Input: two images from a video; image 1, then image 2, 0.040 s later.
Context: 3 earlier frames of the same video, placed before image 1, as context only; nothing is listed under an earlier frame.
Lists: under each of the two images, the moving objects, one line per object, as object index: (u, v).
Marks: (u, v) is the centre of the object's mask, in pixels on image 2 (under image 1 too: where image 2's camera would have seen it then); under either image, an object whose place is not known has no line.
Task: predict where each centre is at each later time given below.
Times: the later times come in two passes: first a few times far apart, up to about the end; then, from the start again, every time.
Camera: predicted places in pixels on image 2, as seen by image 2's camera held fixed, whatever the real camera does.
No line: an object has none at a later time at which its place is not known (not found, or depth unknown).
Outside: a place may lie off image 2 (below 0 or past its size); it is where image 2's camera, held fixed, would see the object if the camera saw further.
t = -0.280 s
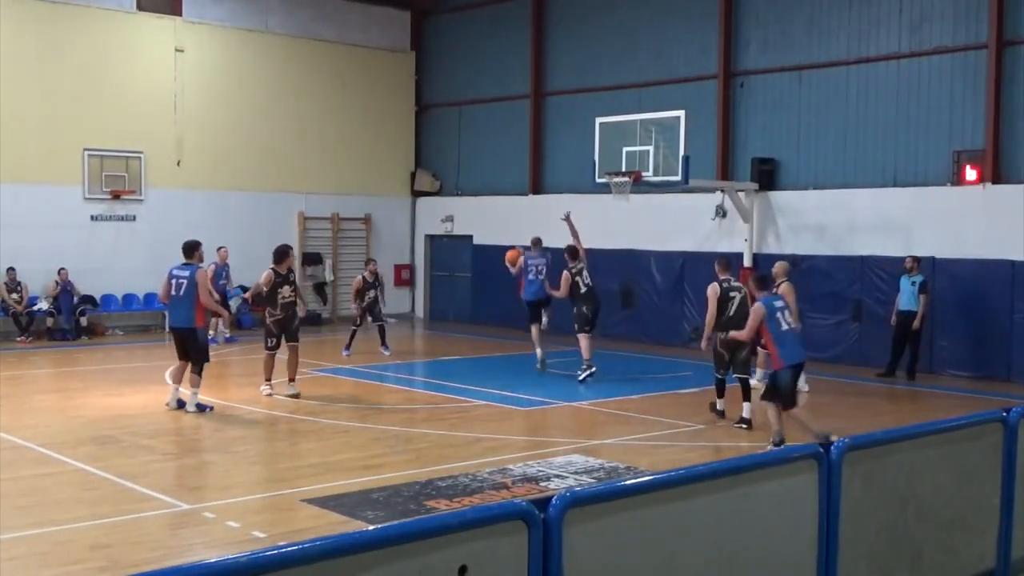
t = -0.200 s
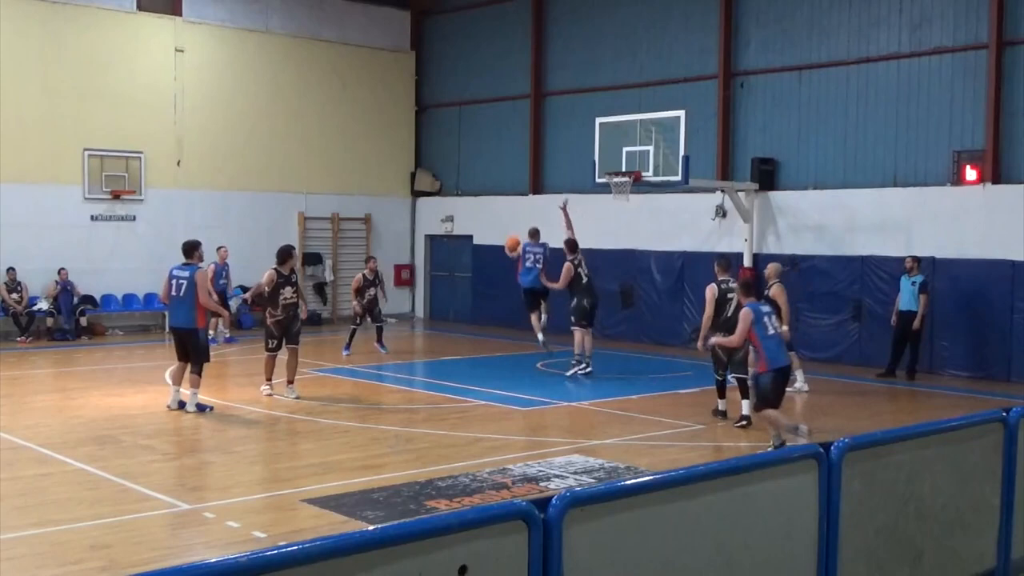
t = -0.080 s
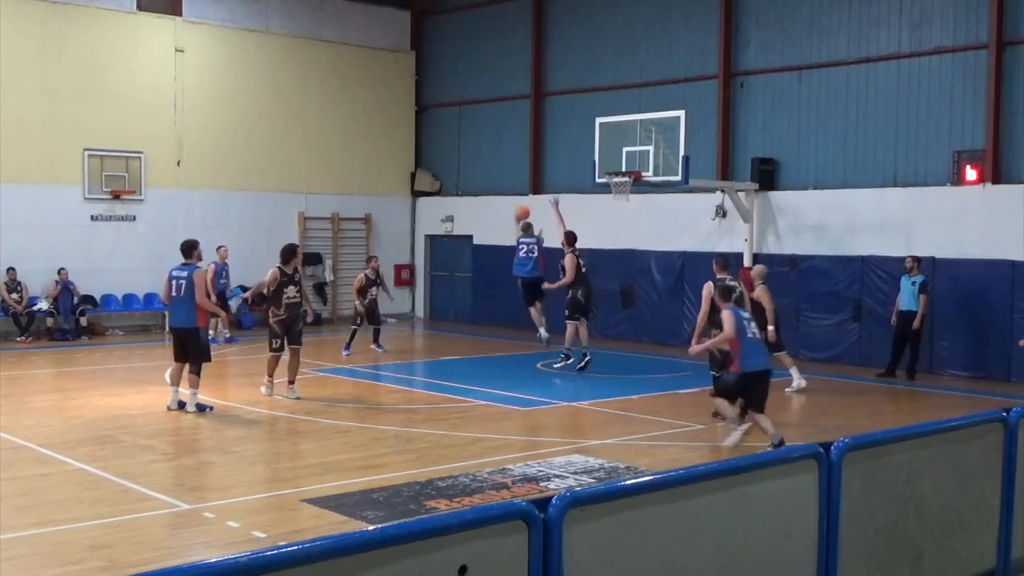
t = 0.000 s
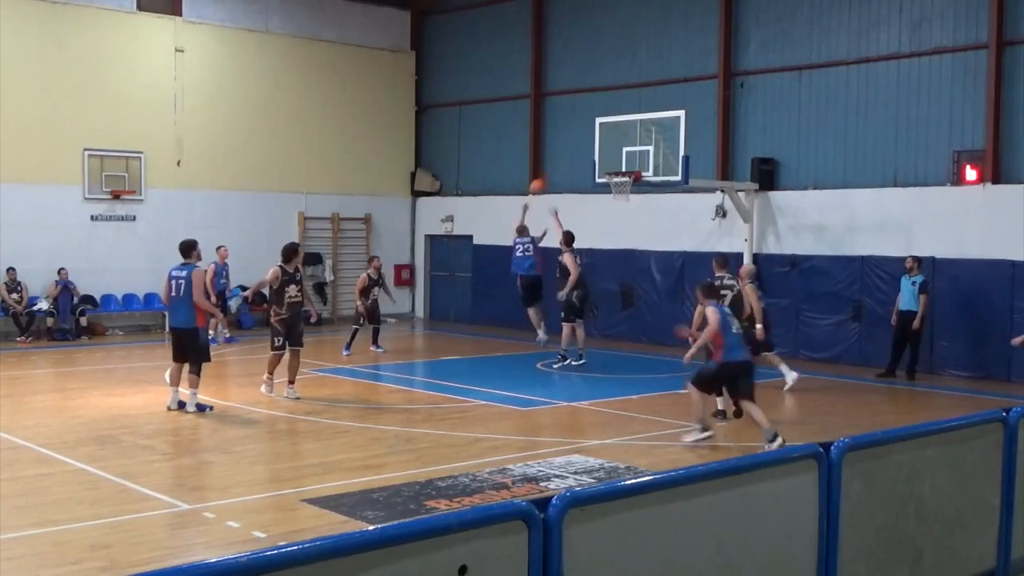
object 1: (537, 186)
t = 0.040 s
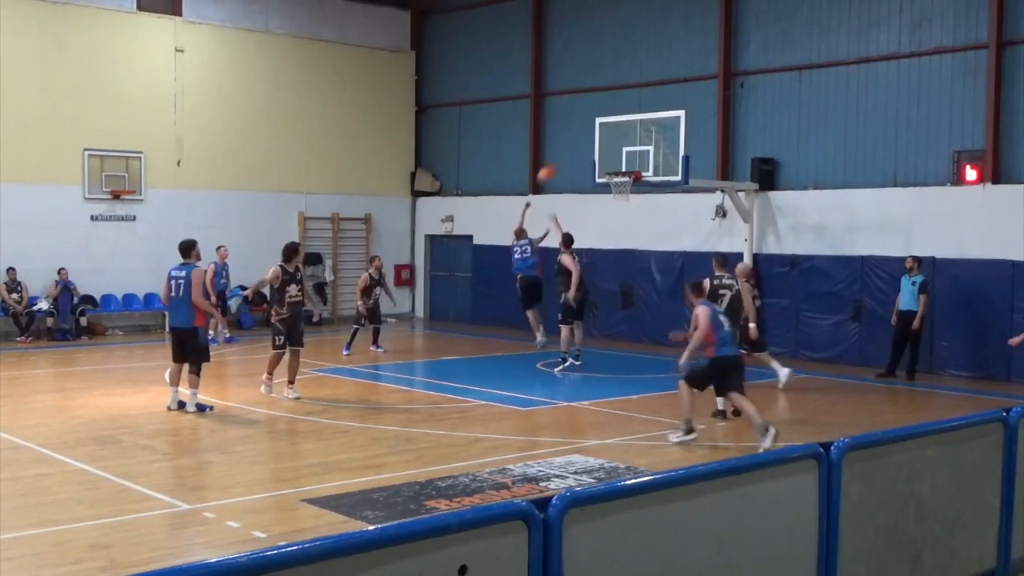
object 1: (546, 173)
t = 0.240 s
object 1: (587, 129)
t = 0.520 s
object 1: (630, 108)
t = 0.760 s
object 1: (629, 112)
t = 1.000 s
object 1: (629, 157)
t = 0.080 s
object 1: (554, 163)
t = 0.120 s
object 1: (563, 153)
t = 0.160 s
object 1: (571, 144)
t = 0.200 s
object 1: (579, 137)
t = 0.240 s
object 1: (587, 129)
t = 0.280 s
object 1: (594, 125)
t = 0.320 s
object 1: (601, 121)
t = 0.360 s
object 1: (610, 116)
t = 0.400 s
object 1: (618, 114)
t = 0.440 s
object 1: (627, 112)
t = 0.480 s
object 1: (630, 110)
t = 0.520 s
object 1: (630, 108)
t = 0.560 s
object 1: (629, 106)
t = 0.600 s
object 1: (629, 106)
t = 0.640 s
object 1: (629, 106)
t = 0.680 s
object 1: (630, 106)
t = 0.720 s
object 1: (629, 109)
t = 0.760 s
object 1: (629, 112)
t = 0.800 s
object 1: (630, 117)
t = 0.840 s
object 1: (630, 123)
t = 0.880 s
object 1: (629, 130)
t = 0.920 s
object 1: (628, 138)
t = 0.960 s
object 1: (629, 146)
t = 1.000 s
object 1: (629, 157)
